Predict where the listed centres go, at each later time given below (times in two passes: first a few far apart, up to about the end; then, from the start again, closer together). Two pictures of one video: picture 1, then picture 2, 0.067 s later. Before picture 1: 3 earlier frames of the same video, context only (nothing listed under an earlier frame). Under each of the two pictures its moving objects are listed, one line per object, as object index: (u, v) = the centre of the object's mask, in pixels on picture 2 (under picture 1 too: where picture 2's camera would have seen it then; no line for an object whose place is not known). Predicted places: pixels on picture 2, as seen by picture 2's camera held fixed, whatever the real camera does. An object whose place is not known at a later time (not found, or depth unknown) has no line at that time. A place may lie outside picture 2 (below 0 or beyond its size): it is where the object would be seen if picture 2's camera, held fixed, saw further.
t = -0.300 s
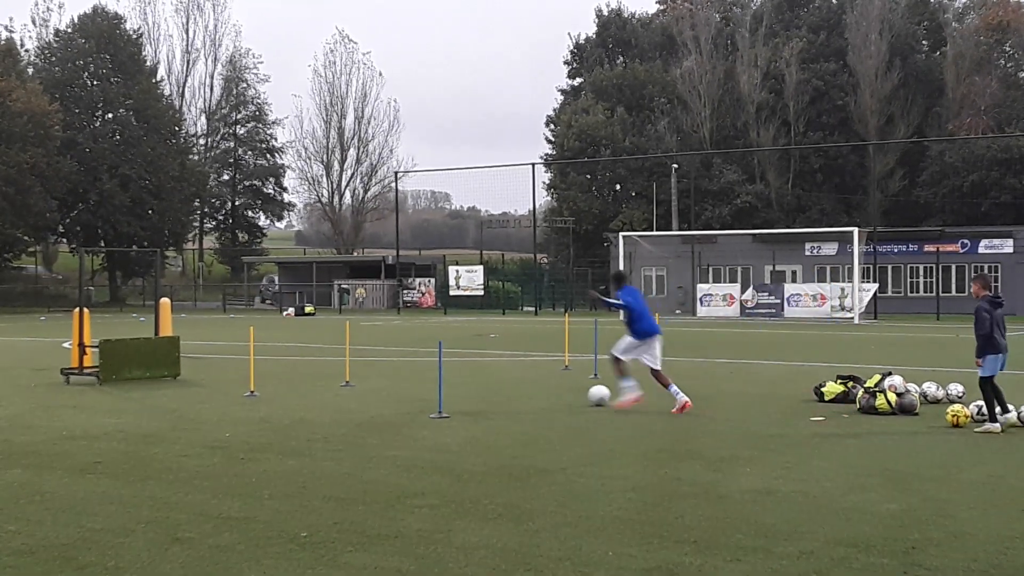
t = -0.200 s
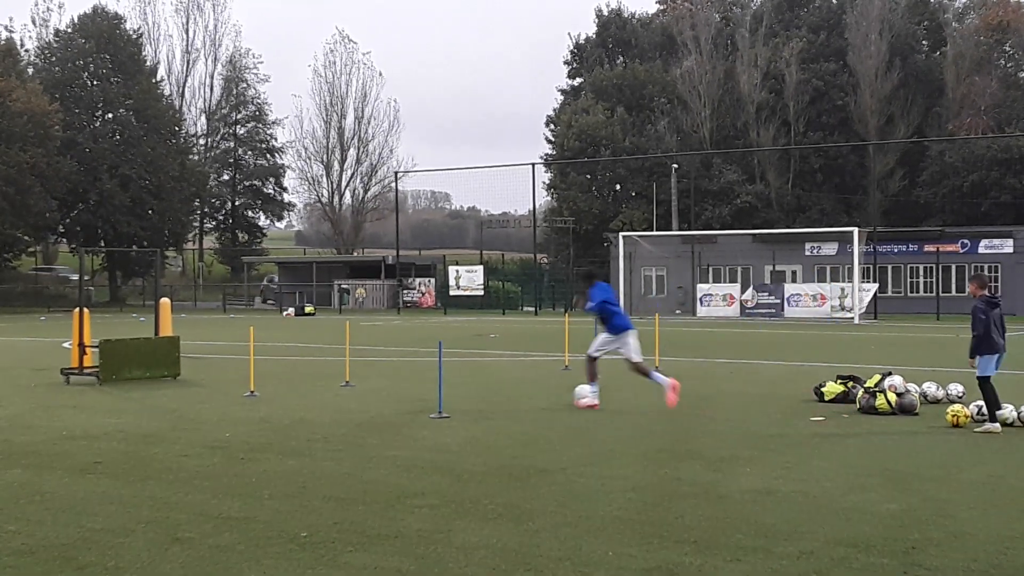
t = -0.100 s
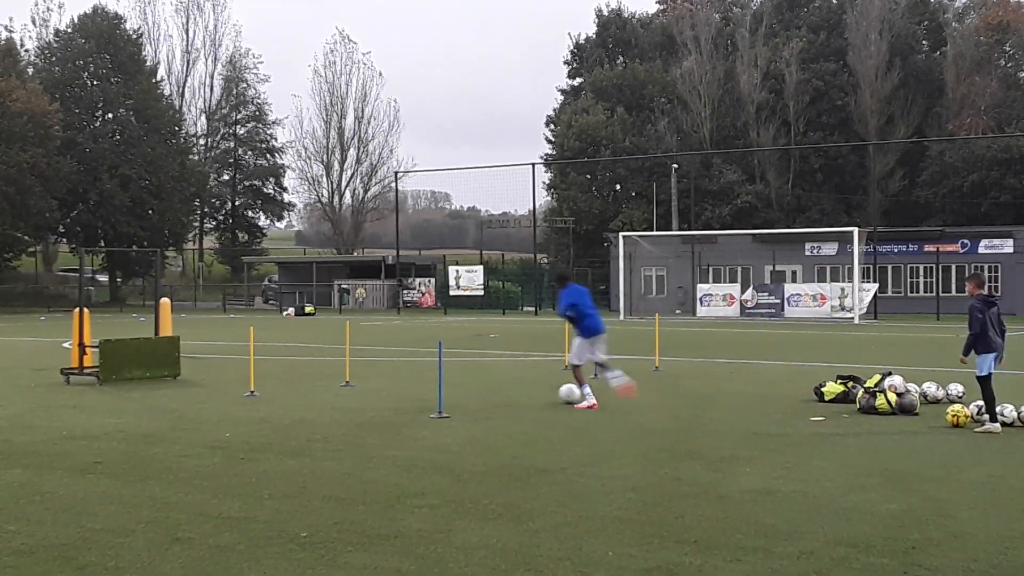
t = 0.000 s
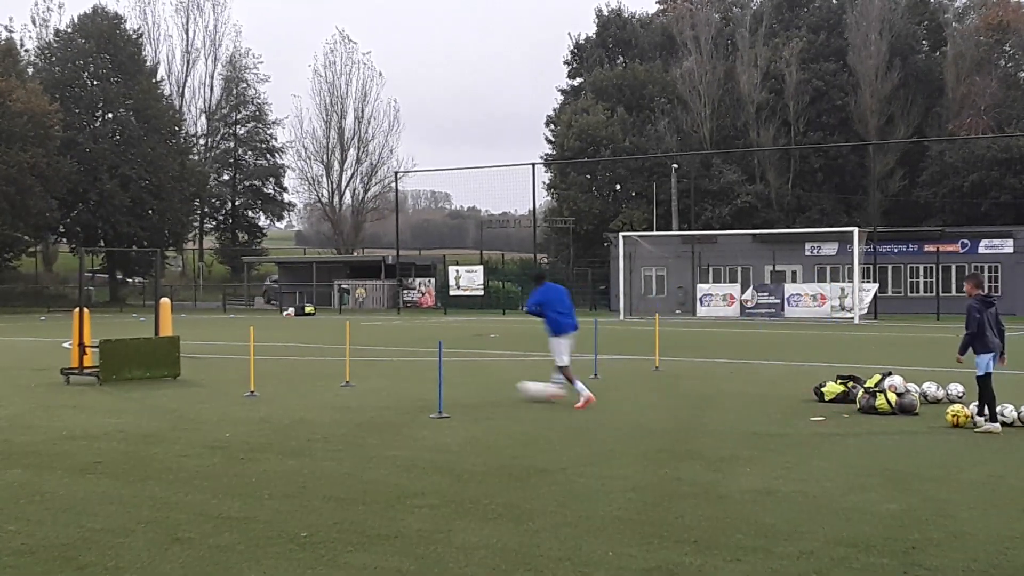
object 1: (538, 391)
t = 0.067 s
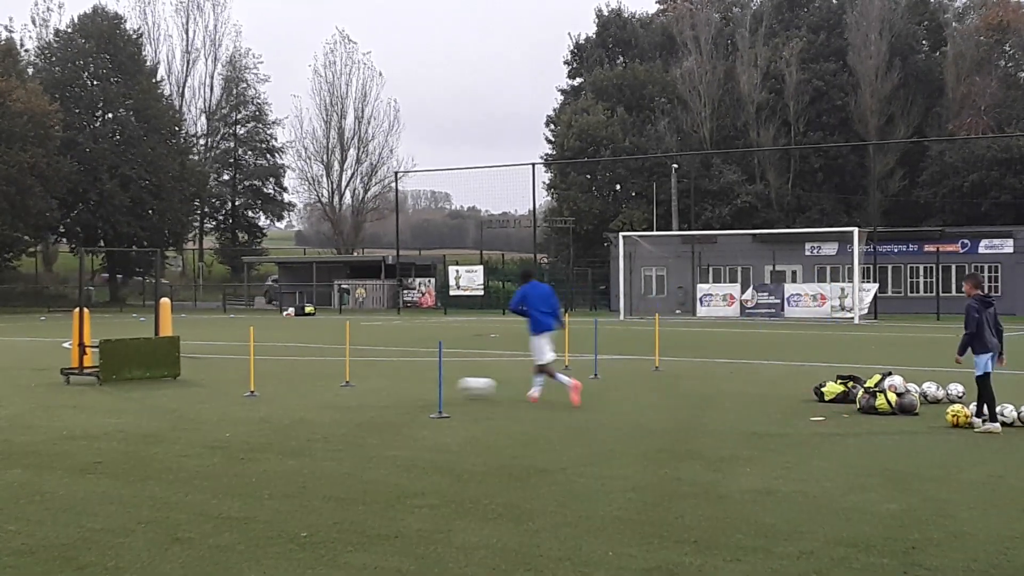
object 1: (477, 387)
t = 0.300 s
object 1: (299, 379)
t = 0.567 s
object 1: (139, 374)
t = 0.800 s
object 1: (194, 363)
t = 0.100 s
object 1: (450, 385)
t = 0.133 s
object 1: (420, 387)
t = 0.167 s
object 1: (395, 386)
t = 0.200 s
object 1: (370, 382)
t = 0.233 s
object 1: (345, 380)
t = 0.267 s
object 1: (321, 380)
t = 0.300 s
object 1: (299, 379)
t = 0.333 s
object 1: (276, 380)
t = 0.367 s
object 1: (256, 378)
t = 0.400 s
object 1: (234, 376)
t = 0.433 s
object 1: (214, 374)
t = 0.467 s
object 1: (194, 374)
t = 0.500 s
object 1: (176, 374)
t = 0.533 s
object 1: (157, 375)
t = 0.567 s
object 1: (139, 374)
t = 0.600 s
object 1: (138, 370)
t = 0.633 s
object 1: (146, 367)
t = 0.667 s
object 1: (156, 365)
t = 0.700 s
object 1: (165, 362)
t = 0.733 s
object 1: (174, 362)
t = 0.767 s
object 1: (184, 362)
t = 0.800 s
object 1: (194, 363)
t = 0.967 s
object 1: (240, 378)
